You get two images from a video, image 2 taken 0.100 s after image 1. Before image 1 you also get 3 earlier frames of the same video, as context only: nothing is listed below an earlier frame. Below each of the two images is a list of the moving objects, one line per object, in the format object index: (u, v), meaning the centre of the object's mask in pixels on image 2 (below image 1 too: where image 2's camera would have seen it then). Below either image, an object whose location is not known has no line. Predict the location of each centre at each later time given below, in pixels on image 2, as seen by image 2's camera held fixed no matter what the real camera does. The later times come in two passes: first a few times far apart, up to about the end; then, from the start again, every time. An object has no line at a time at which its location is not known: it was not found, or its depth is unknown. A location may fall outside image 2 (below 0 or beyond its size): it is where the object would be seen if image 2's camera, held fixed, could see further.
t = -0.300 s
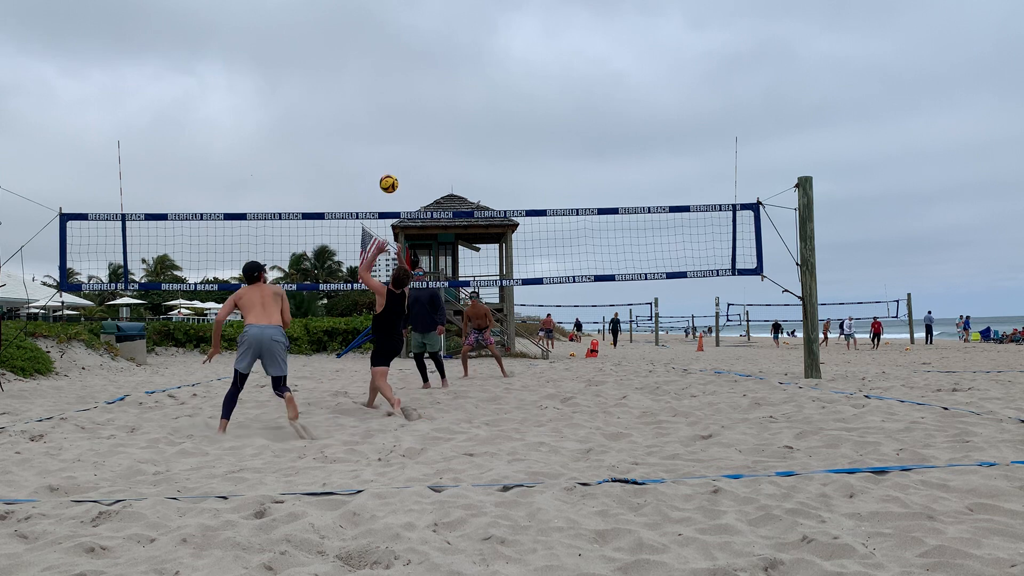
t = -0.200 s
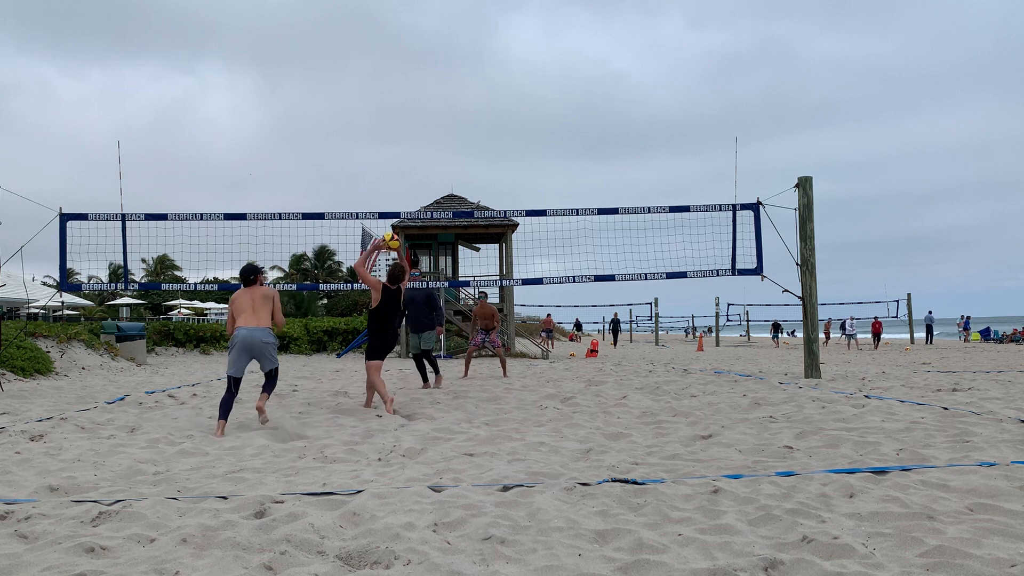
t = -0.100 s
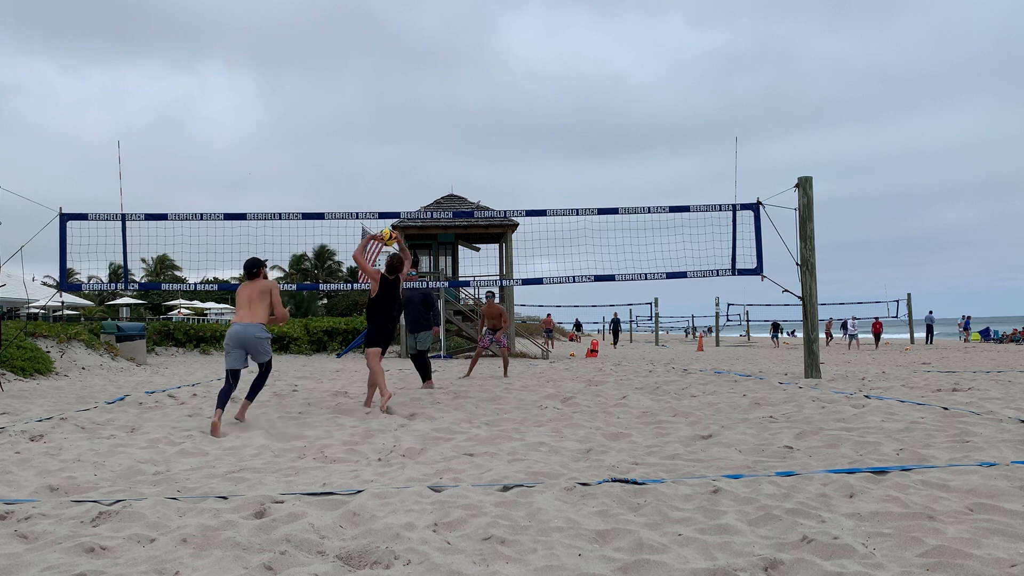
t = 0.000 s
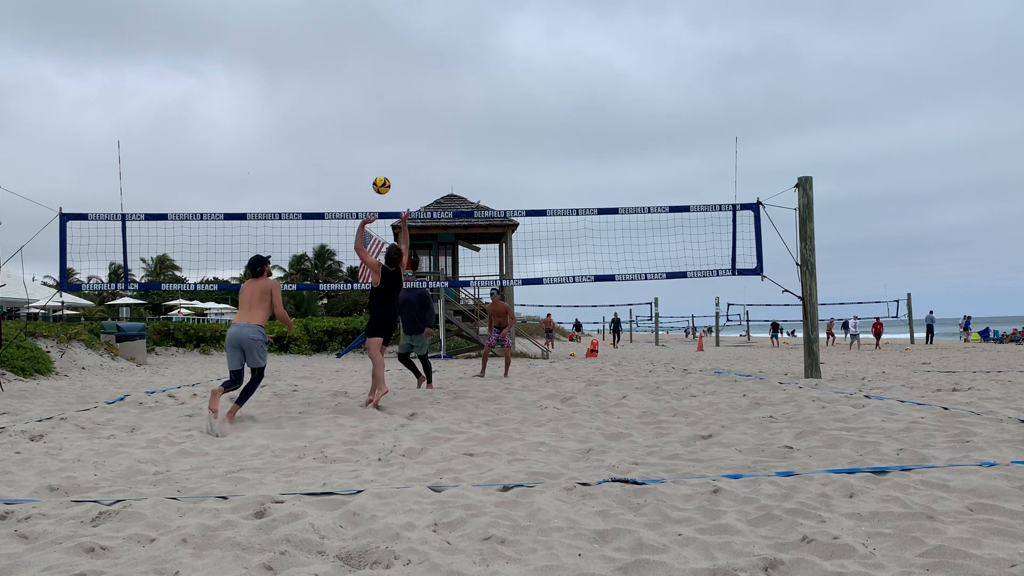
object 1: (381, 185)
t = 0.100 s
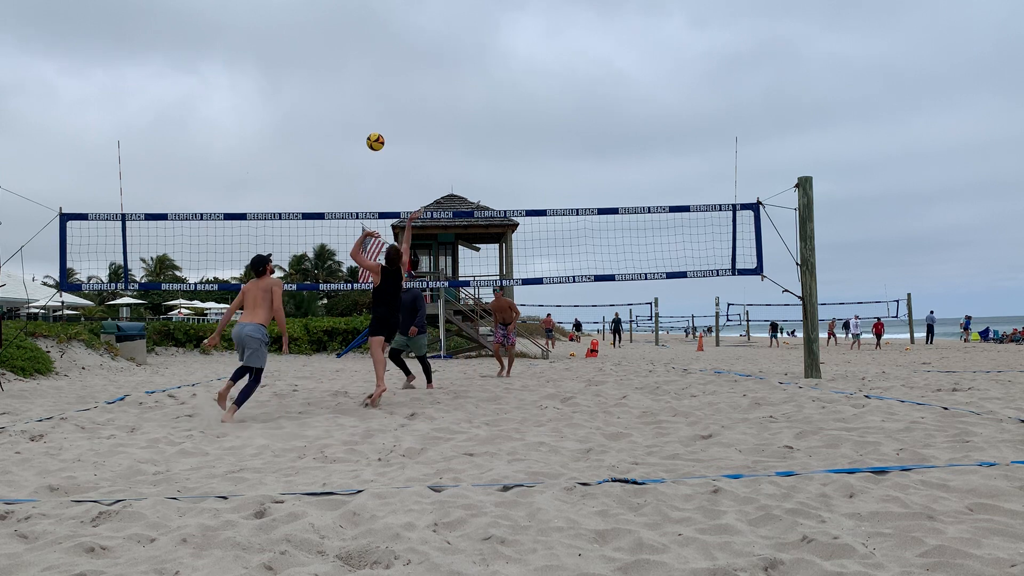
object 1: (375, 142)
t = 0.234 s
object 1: (368, 98)
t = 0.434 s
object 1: (359, 63)
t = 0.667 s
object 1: (350, 63)
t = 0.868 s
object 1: (343, 98)
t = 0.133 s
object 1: (373, 129)
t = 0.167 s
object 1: (371, 118)
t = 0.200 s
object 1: (370, 108)
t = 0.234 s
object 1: (368, 98)
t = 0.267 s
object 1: (367, 90)
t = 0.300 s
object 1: (365, 83)
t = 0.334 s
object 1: (364, 77)
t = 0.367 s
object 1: (362, 71)
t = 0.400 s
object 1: (360, 67)
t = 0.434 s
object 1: (359, 63)
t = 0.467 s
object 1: (358, 61)
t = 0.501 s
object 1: (356, 59)
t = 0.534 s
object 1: (355, 58)
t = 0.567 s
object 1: (354, 58)
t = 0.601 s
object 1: (352, 59)
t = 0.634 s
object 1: (351, 61)
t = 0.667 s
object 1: (350, 63)
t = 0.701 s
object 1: (349, 67)
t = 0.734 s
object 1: (348, 72)
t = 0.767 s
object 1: (346, 77)
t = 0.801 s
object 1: (345, 83)
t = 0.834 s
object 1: (344, 90)
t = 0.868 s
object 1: (343, 98)
